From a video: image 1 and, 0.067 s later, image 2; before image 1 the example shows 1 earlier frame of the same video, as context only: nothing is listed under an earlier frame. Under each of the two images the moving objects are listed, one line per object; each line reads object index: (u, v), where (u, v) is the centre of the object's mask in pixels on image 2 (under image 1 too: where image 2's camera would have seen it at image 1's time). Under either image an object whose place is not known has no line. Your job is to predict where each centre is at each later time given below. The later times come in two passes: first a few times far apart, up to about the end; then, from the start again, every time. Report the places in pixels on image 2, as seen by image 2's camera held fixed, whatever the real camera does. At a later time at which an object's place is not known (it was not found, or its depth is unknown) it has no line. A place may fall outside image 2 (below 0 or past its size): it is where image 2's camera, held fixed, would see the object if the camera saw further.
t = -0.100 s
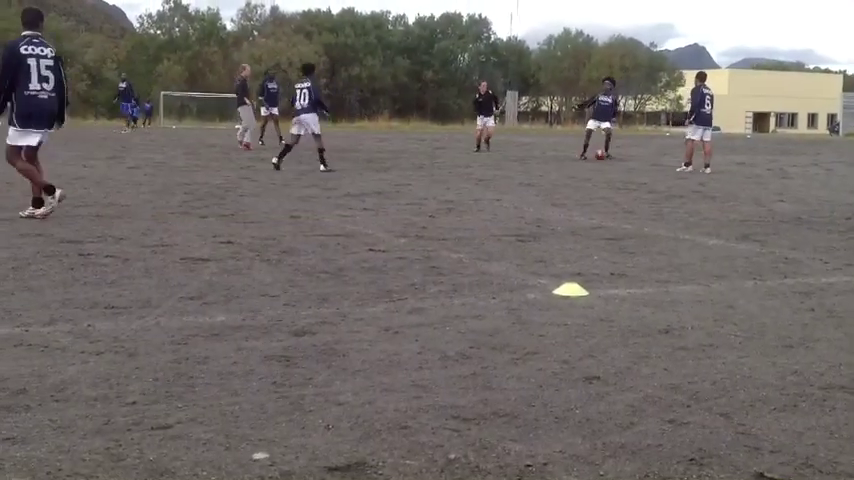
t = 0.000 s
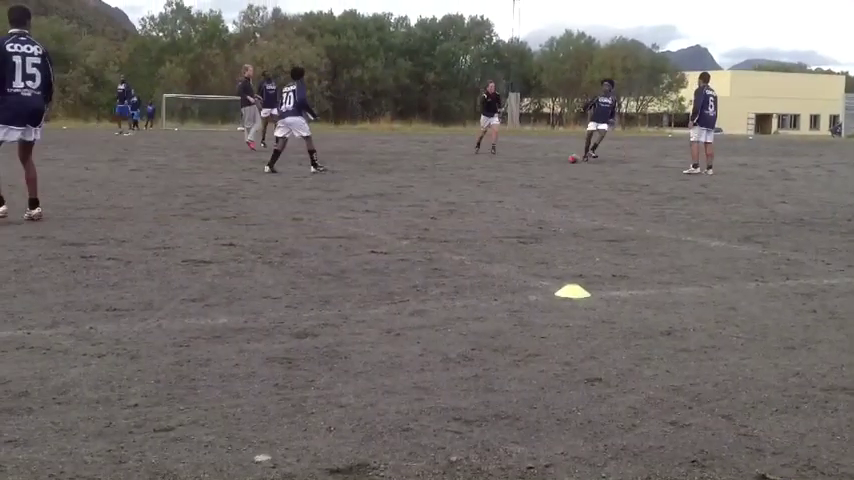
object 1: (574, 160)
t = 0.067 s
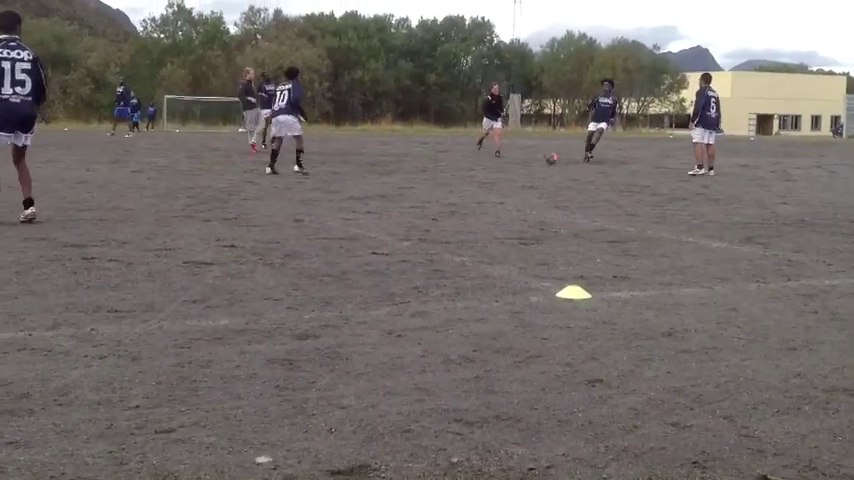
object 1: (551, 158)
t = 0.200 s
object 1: (505, 157)
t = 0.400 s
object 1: (437, 158)
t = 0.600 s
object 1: (371, 160)
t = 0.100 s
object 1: (539, 159)
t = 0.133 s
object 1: (528, 161)
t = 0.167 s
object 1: (517, 160)
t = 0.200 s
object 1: (505, 157)
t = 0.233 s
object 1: (493, 158)
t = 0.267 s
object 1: (483, 160)
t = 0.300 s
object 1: (471, 160)
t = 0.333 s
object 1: (458, 163)
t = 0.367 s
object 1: (447, 160)
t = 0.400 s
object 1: (437, 158)
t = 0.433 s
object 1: (427, 156)
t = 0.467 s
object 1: (417, 157)
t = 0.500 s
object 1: (404, 156)
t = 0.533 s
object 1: (395, 156)
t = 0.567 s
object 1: (383, 159)
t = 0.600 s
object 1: (371, 160)
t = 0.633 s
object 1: (361, 163)
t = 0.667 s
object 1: (348, 166)
